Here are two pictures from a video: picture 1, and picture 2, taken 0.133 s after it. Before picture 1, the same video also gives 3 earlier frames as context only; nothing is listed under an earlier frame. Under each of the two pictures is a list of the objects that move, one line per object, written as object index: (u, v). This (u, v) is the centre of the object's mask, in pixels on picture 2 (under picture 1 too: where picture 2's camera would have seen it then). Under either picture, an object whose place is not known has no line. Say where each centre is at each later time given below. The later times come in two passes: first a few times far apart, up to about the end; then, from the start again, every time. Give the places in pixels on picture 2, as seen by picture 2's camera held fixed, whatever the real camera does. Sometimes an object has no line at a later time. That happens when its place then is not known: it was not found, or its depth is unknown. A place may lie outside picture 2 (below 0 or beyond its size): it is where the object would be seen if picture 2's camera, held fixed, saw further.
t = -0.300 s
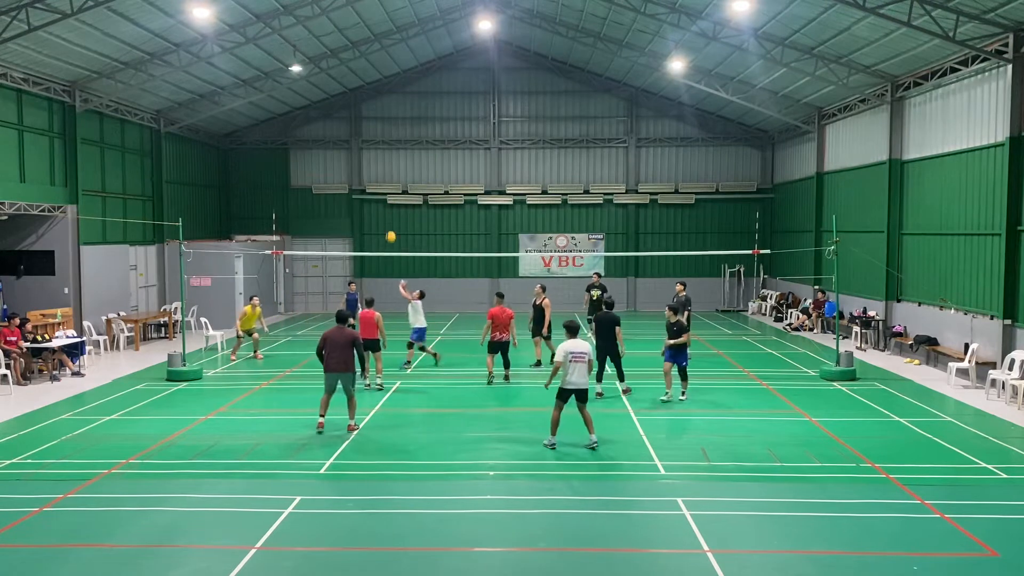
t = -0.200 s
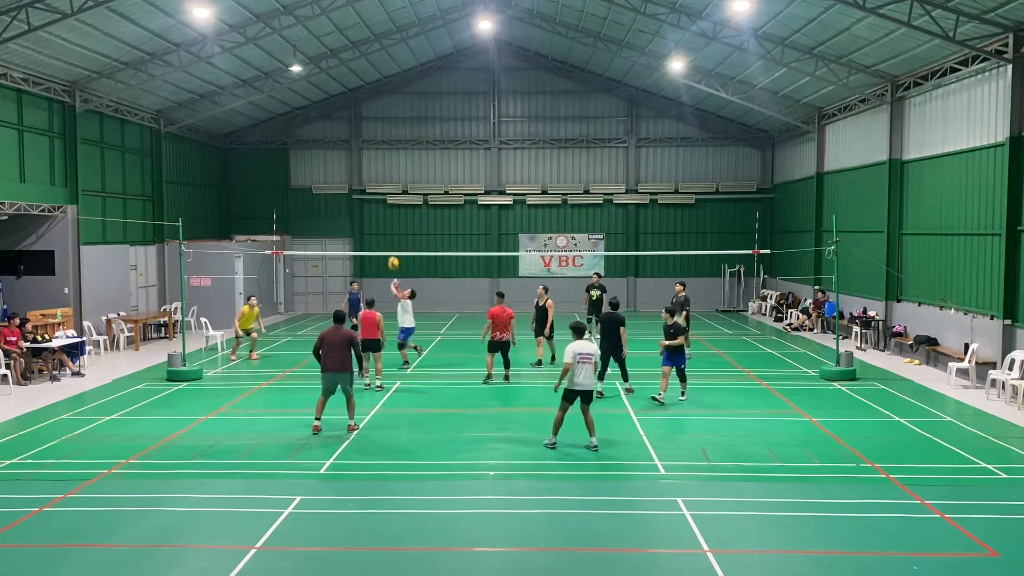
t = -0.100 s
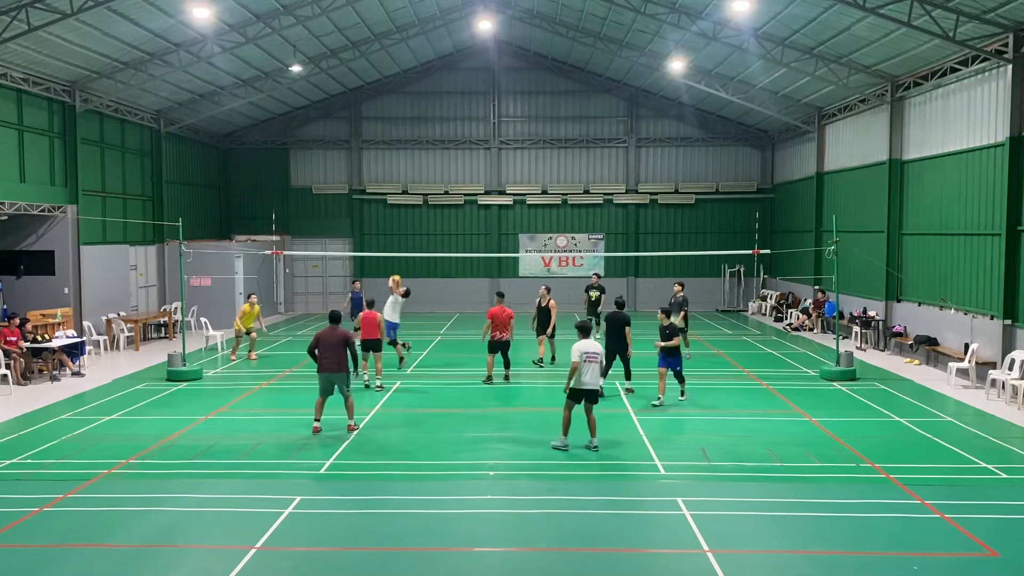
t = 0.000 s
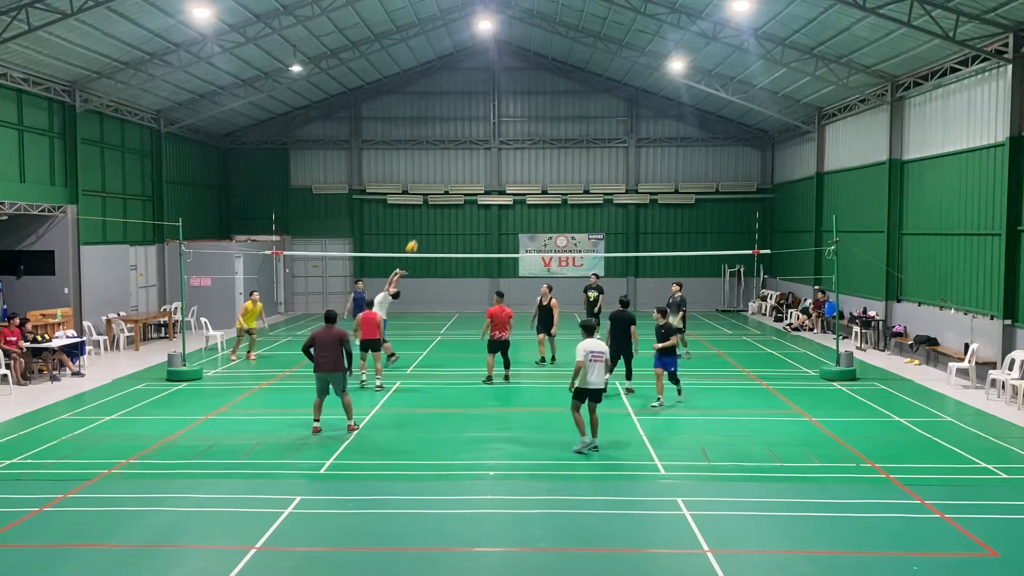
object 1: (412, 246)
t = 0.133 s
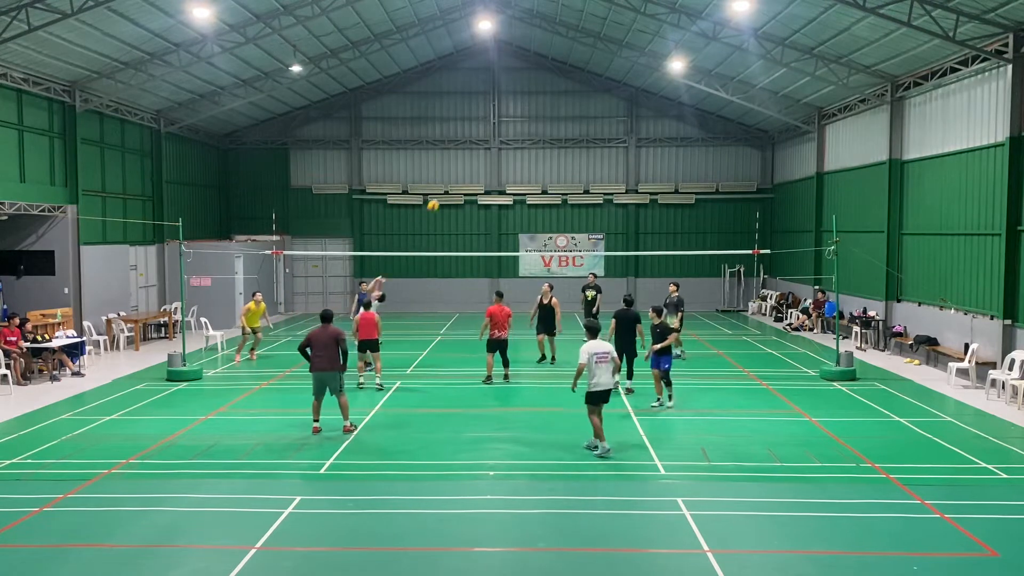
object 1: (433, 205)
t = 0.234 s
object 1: (449, 180)
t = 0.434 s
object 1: (480, 145)
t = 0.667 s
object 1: (514, 129)
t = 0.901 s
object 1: (548, 141)
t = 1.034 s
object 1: (568, 159)
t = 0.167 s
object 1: (438, 196)
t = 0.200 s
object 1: (444, 188)
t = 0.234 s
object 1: (449, 180)
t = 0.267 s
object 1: (454, 173)
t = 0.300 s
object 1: (459, 166)
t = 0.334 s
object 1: (464, 160)
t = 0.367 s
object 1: (469, 155)
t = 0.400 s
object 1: (475, 149)
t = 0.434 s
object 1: (480, 145)
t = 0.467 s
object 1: (484, 141)
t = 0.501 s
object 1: (489, 138)
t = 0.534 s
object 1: (494, 135)
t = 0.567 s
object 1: (499, 133)
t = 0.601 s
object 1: (504, 131)
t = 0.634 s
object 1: (509, 130)
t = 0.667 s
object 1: (514, 129)
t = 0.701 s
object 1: (519, 129)
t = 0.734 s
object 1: (524, 130)
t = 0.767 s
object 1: (529, 131)
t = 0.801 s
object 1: (534, 132)
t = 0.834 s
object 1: (539, 134)
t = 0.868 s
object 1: (544, 137)
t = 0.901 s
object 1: (548, 141)
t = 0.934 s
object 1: (553, 145)
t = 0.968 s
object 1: (558, 149)
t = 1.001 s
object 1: (563, 154)
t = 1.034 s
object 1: (568, 159)
